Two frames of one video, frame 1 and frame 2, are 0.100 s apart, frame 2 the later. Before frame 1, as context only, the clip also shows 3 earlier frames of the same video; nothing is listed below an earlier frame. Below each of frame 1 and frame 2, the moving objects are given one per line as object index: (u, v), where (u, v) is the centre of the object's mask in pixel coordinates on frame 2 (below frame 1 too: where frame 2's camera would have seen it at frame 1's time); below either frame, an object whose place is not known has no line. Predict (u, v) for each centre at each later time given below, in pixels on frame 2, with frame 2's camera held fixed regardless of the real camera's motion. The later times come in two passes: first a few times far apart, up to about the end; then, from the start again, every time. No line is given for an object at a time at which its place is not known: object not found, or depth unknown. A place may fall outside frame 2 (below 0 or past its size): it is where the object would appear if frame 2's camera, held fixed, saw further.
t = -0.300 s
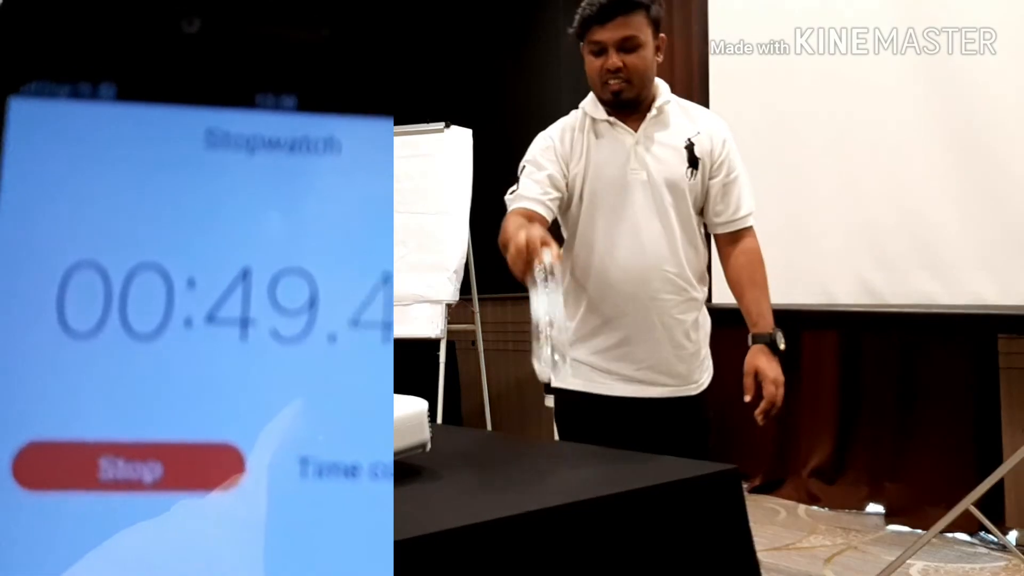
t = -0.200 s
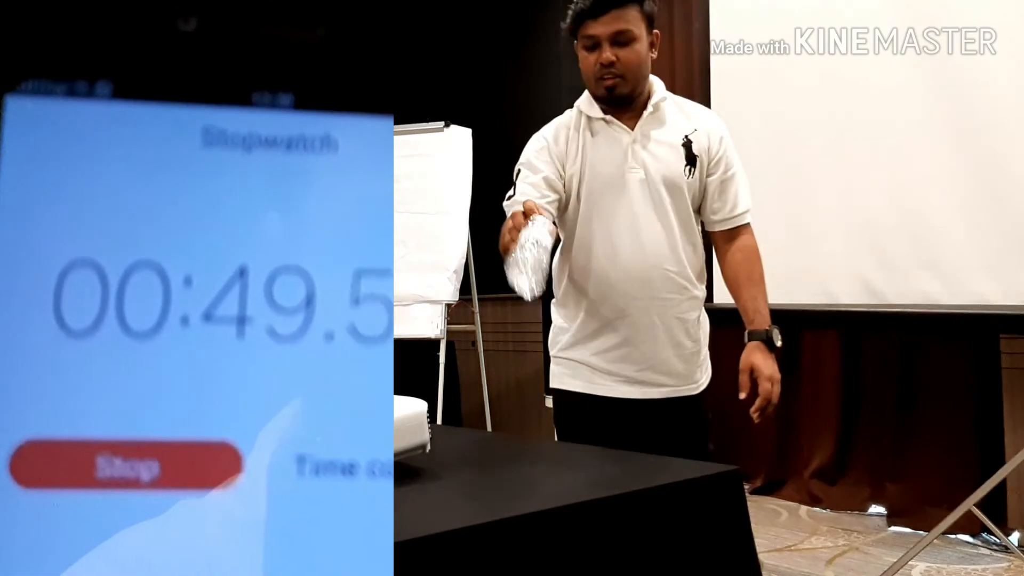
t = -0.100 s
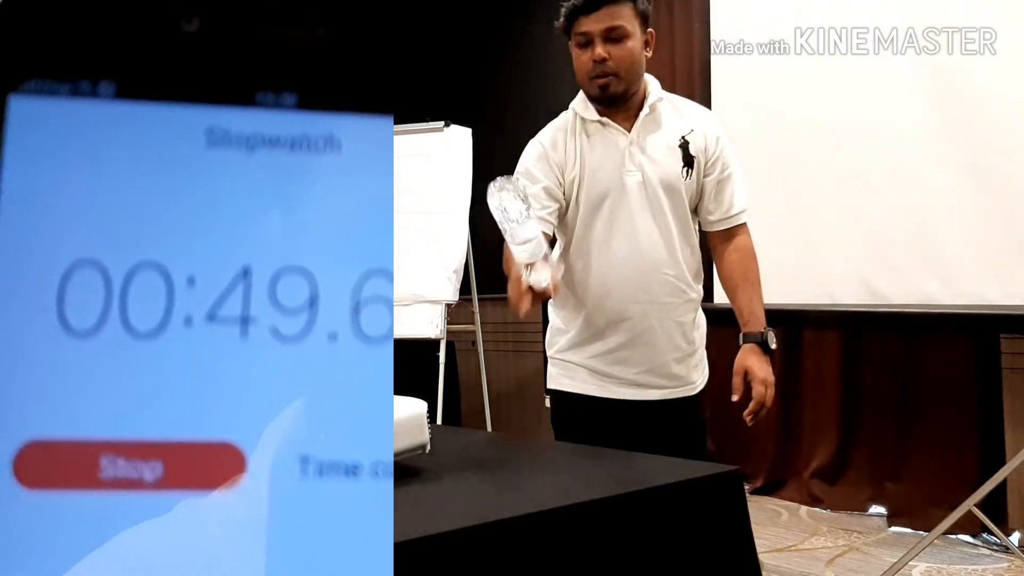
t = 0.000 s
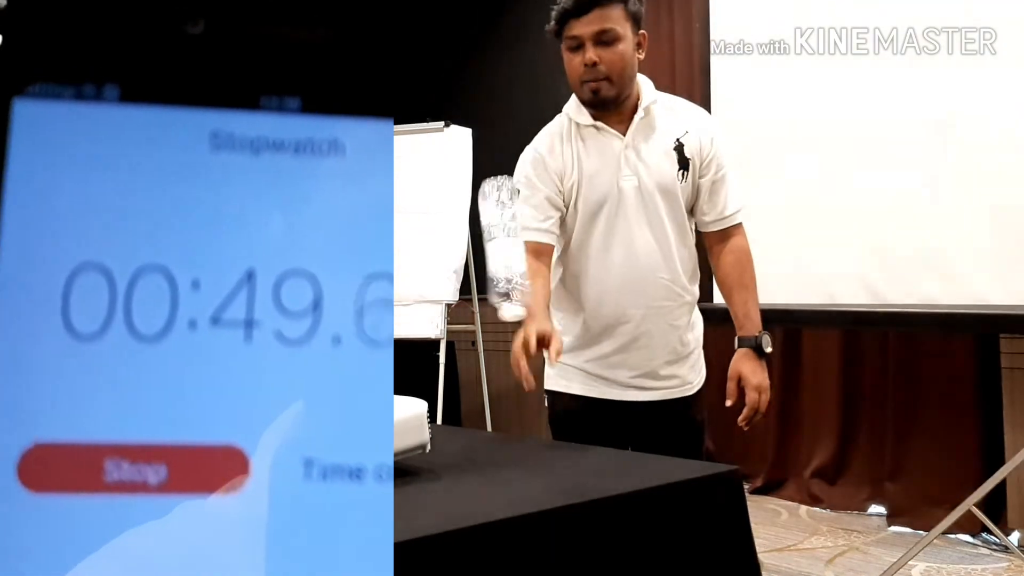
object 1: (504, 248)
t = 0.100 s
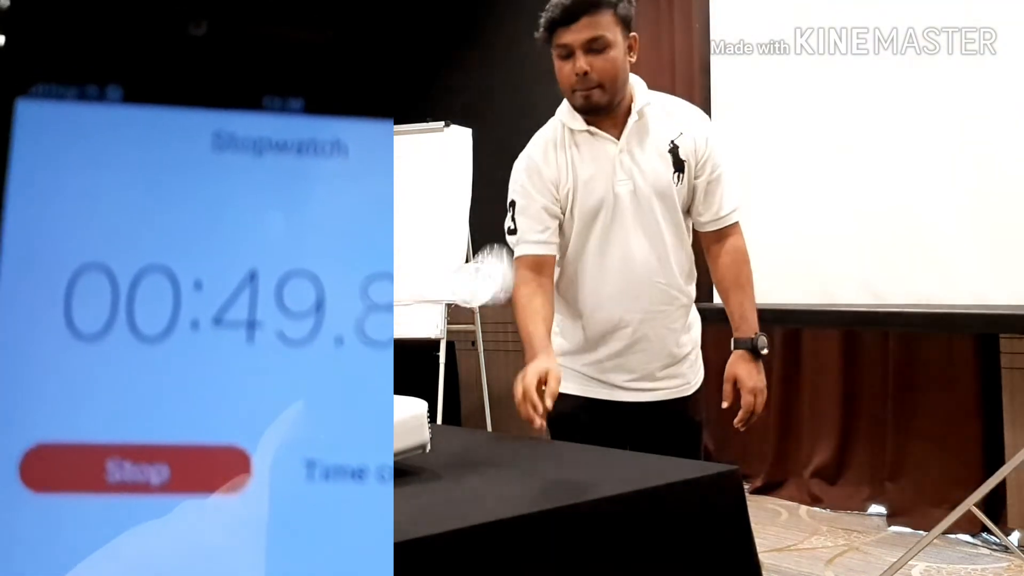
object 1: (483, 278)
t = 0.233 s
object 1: (474, 402)
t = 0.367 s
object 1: (465, 406)
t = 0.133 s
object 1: (481, 308)
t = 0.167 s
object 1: (479, 345)
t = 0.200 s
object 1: (478, 392)
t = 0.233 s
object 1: (474, 402)
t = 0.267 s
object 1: (474, 401)
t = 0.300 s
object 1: (472, 401)
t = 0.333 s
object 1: (469, 402)
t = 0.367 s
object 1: (465, 406)
